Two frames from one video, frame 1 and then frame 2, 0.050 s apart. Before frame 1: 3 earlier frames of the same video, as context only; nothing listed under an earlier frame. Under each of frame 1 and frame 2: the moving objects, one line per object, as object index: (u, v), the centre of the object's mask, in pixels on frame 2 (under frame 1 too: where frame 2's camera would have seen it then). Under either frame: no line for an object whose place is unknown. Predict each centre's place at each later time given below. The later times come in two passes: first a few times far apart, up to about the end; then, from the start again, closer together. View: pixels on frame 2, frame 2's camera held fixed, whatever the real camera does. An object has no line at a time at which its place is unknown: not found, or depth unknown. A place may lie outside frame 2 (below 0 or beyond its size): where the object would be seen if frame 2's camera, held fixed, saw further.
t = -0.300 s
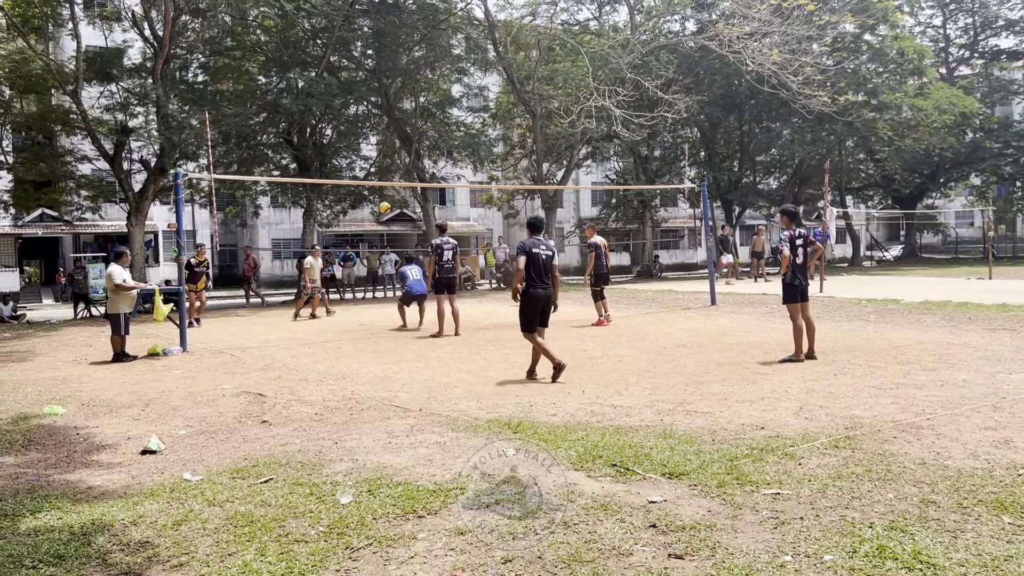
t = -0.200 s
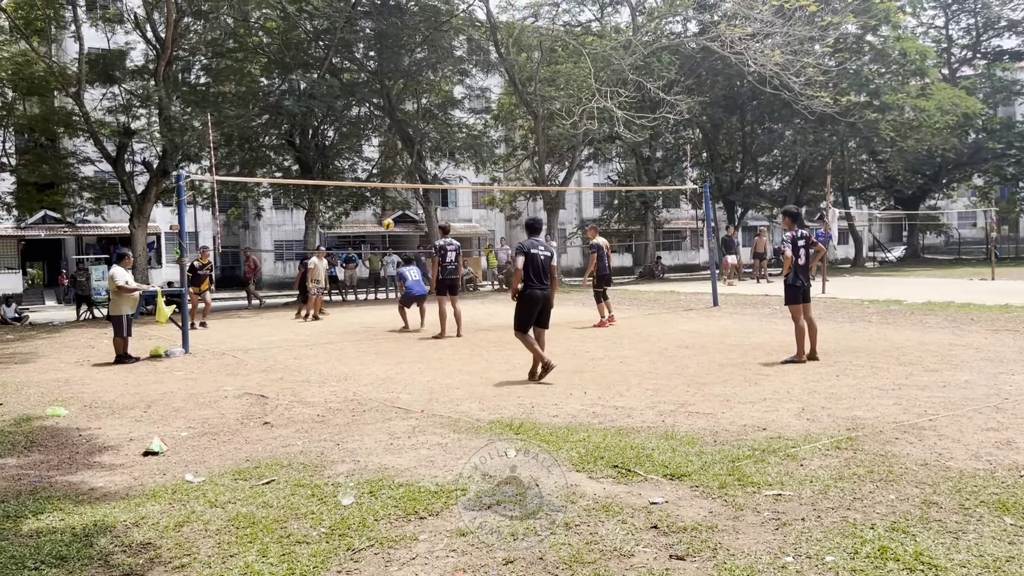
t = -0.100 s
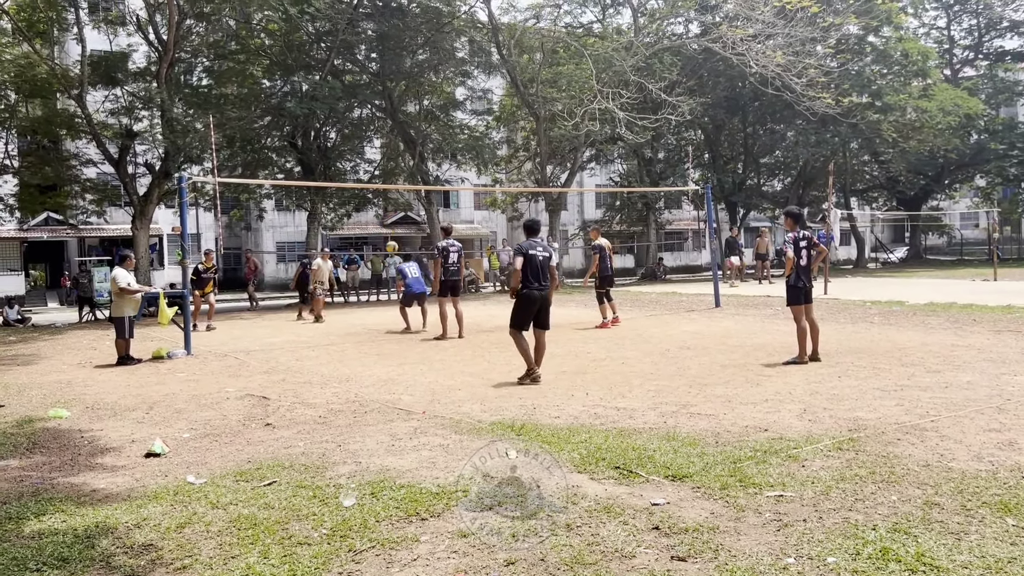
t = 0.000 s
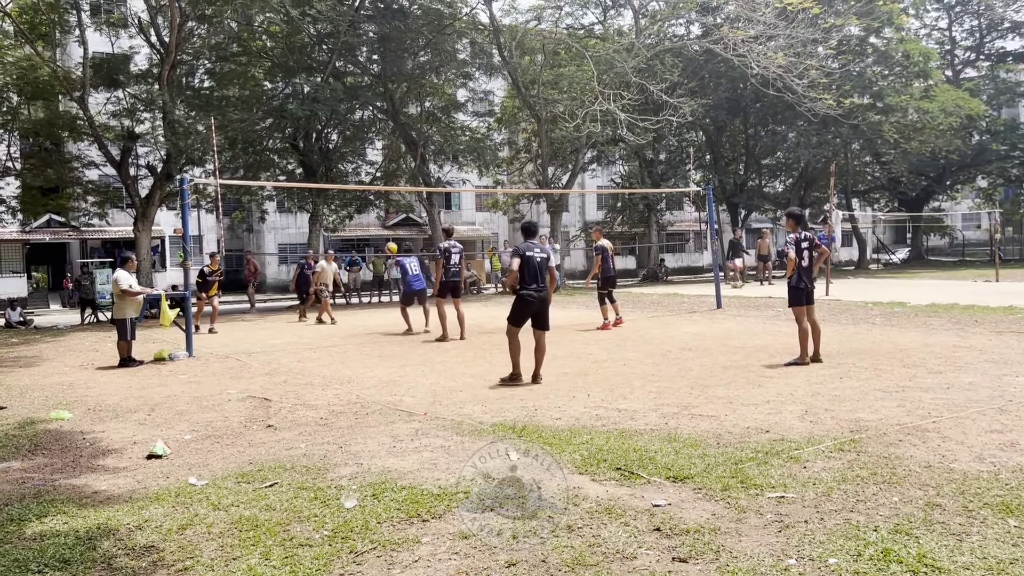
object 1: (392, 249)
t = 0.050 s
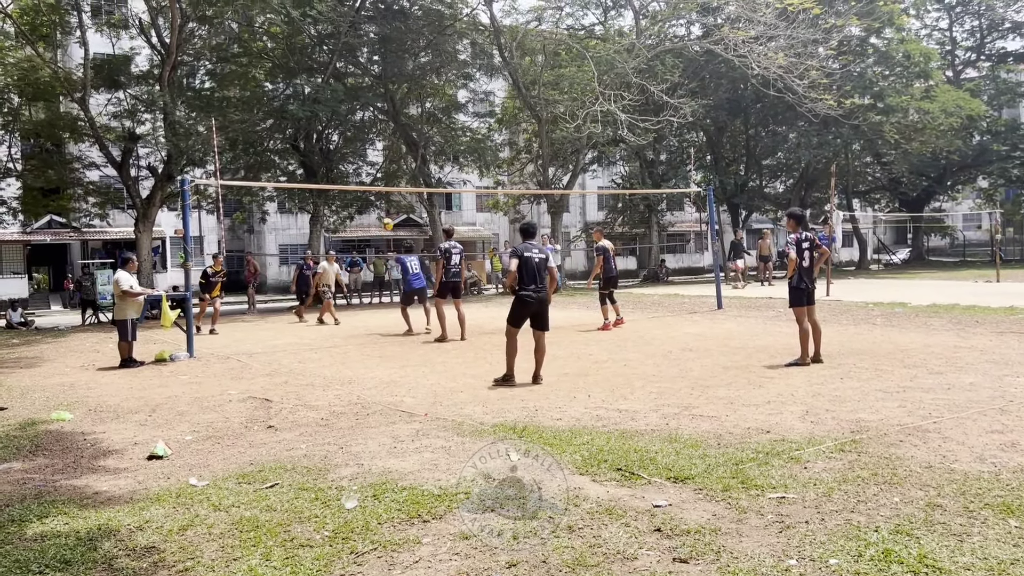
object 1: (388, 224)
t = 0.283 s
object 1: (365, 127)
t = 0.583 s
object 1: (337, 47)
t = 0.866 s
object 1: (314, 19)
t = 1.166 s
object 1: (291, 39)
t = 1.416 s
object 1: (274, 96)
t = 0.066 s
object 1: (385, 217)
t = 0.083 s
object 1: (384, 209)
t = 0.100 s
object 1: (382, 202)
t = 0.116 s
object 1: (380, 195)
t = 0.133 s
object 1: (379, 184)
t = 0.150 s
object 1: (377, 180)
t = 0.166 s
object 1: (376, 173)
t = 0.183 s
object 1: (374, 167)
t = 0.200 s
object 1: (372, 160)
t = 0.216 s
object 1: (371, 153)
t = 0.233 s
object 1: (369, 145)
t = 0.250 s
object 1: (368, 140)
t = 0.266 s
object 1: (366, 133)
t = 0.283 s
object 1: (365, 127)
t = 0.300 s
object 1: (363, 122)
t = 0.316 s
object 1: (362, 116)
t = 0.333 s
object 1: (360, 111)
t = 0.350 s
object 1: (359, 106)
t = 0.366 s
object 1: (357, 100)
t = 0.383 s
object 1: (355, 95)
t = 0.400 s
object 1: (354, 90)
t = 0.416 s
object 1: (352, 86)
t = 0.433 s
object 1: (350, 81)
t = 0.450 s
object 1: (349, 77)
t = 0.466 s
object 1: (347, 71)
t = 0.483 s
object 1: (345, 68)
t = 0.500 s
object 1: (345, 65)
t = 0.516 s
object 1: (344, 61)
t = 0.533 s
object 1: (342, 58)
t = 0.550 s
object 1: (341, 54)
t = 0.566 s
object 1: (339, 51)
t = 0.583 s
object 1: (337, 47)
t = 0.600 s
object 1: (336, 44)
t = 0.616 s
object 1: (335, 42)
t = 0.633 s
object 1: (333, 40)
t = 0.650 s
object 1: (332, 37)
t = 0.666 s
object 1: (331, 35)
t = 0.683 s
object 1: (329, 32)
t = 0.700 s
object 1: (328, 30)
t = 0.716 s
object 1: (326, 28)
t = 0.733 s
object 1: (325, 27)
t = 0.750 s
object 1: (324, 26)
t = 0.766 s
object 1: (322, 24)
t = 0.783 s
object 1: (321, 24)
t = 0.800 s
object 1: (320, 22)
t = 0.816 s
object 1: (319, 22)
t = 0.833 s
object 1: (317, 21)
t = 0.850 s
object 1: (315, 19)
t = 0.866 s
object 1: (314, 19)
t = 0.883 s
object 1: (312, 19)
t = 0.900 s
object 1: (311, 18)
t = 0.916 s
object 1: (310, 19)
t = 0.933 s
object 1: (309, 19)
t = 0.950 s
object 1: (308, 19)
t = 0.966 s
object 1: (306, 19)
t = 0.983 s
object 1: (305, 20)
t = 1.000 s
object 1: (304, 21)
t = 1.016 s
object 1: (302, 22)
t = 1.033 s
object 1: (301, 23)
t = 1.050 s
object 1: (300, 24)
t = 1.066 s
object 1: (298, 26)
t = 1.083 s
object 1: (297, 28)
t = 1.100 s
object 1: (296, 30)
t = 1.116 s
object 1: (295, 32)
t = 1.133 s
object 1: (293, 34)
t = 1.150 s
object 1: (292, 37)
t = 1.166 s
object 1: (291, 39)
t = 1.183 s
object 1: (290, 41)
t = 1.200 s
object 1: (289, 45)
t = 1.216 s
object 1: (287, 48)
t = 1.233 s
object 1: (286, 51)
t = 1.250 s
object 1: (285, 54)
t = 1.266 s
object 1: (284, 58)
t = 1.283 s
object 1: (283, 61)
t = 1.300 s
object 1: (282, 65)
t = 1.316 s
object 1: (281, 69)
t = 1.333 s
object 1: (280, 74)
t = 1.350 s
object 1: (278, 78)
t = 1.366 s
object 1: (277, 82)
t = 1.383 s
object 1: (277, 87)
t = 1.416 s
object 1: (274, 96)
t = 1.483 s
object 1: (269, 118)
